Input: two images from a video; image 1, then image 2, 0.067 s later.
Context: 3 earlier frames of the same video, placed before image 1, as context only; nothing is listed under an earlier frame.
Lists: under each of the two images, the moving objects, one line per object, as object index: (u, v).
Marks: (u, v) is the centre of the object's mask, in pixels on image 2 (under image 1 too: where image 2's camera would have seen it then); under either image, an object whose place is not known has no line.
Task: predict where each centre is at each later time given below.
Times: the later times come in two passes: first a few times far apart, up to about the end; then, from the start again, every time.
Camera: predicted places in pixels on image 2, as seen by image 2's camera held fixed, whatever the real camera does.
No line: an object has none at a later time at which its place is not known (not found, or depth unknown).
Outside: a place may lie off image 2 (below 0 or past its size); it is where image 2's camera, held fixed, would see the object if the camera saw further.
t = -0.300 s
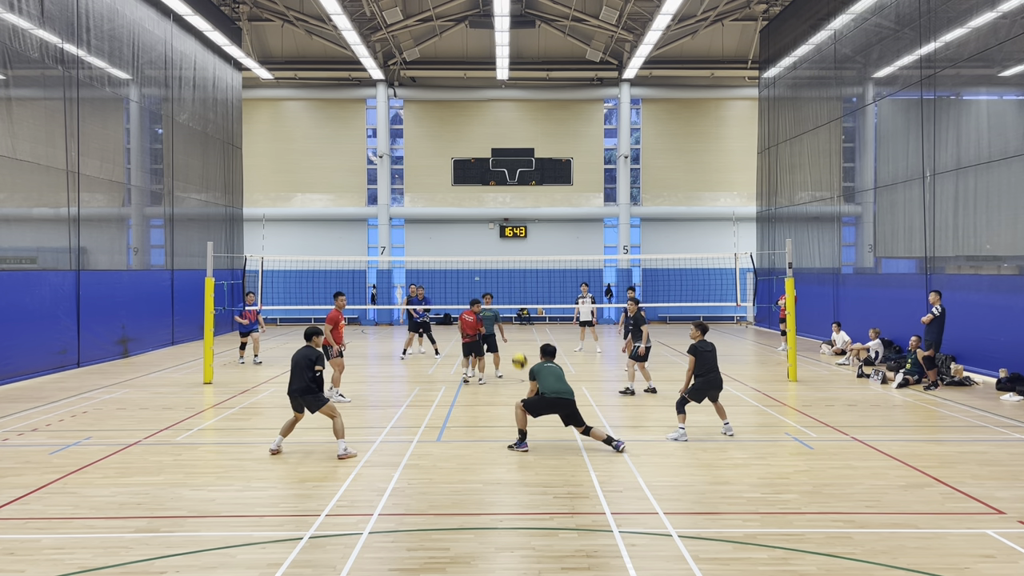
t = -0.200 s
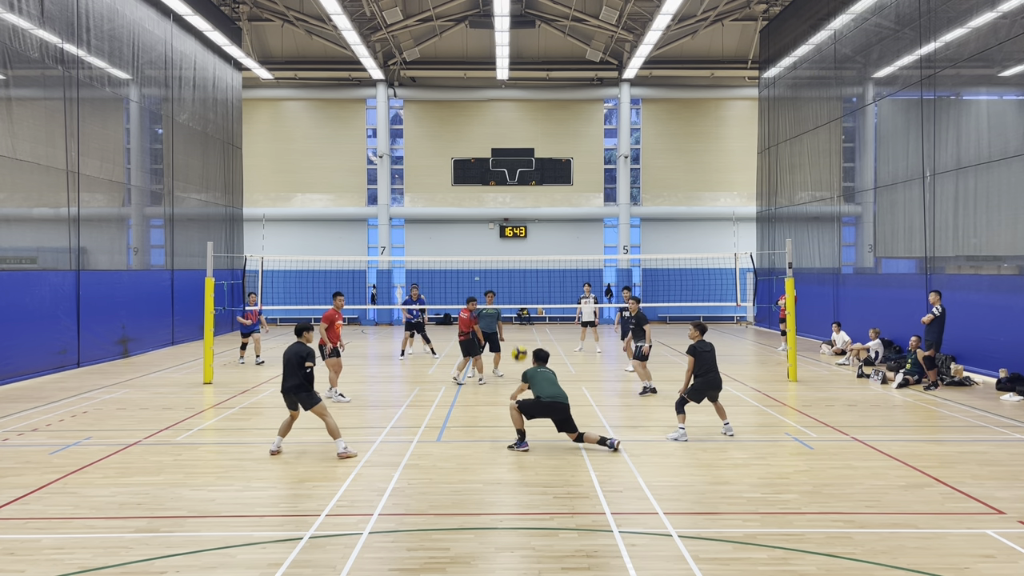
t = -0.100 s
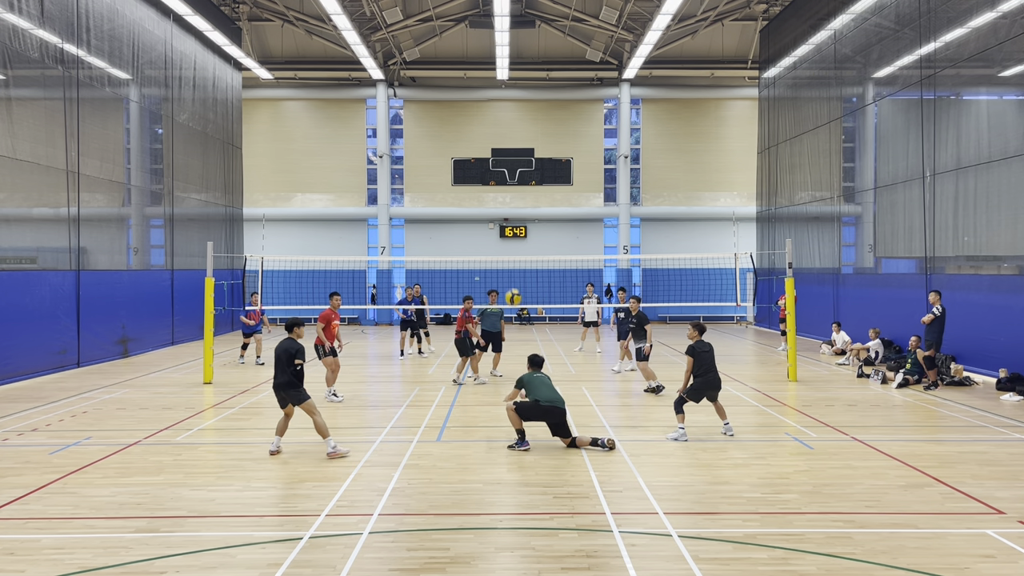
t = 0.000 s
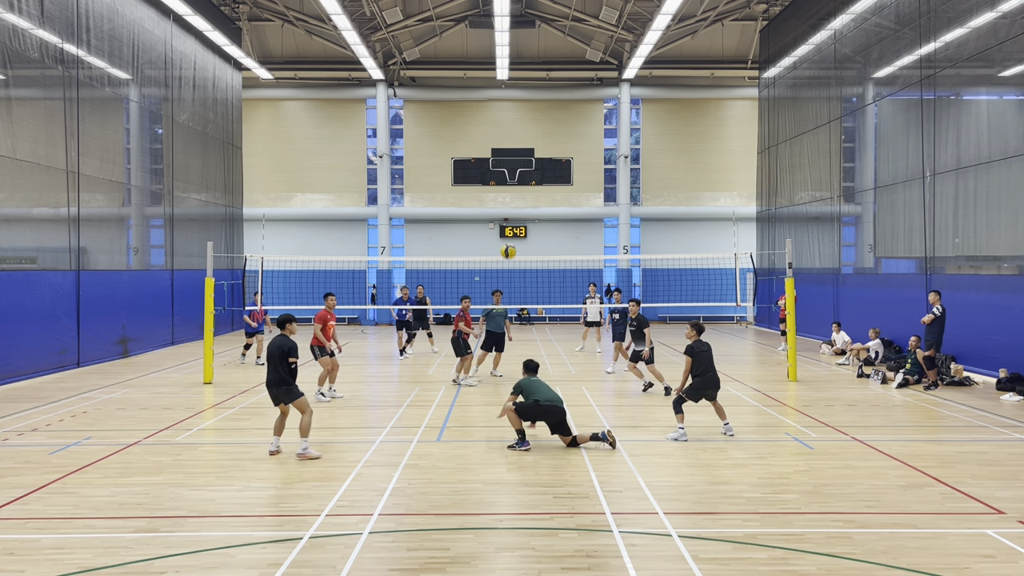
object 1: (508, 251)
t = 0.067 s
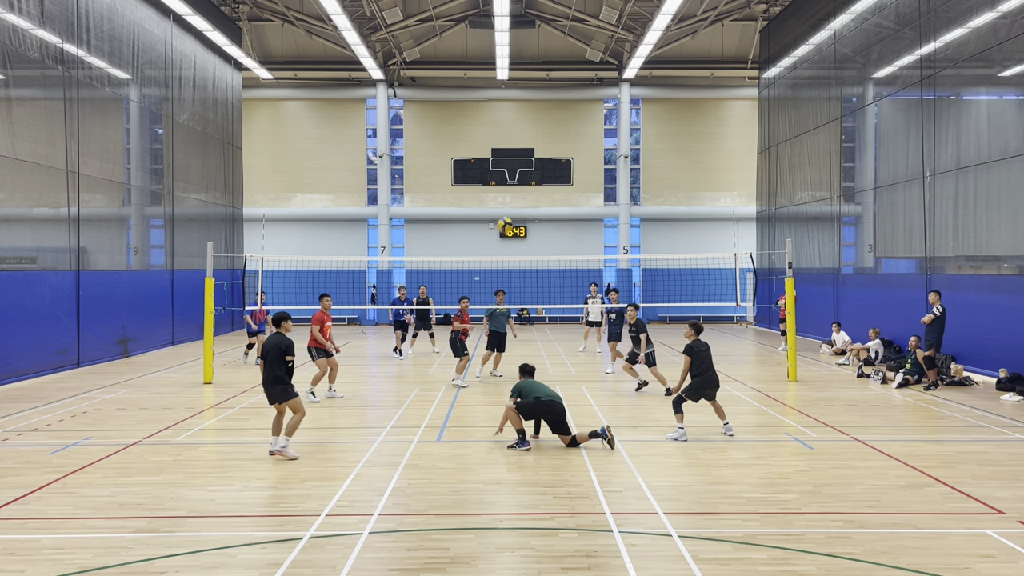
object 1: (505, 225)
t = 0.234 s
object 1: (498, 176)
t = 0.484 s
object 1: (489, 143)
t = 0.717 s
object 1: (482, 150)
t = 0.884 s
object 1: (477, 177)
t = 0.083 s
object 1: (504, 219)
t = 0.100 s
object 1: (504, 214)
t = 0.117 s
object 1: (503, 208)
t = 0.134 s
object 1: (502, 203)
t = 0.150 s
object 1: (501, 198)
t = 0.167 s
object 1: (501, 193)
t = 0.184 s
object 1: (500, 188)
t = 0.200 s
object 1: (499, 184)
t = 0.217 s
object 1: (499, 180)
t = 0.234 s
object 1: (498, 176)
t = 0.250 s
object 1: (497, 173)
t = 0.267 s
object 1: (497, 169)
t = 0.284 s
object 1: (496, 166)
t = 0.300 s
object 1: (496, 163)
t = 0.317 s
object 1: (495, 160)
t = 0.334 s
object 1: (495, 157)
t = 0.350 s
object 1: (494, 155)
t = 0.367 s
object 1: (493, 152)
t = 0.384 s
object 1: (493, 150)
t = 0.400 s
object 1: (492, 149)
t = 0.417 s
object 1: (492, 147)
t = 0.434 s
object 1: (491, 146)
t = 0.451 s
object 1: (491, 144)
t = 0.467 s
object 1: (490, 143)
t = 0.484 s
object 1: (489, 143)
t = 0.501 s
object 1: (489, 142)
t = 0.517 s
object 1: (488, 141)
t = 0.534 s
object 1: (488, 141)
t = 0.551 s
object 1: (487, 141)
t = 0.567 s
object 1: (487, 141)
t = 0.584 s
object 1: (486, 141)
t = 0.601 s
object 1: (486, 142)
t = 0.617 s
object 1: (485, 142)
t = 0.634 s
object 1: (485, 143)
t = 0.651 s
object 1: (484, 144)
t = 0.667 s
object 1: (484, 145)
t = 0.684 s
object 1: (483, 147)
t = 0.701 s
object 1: (483, 148)
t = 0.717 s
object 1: (482, 150)
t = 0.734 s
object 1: (482, 152)
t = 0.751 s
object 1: (481, 154)
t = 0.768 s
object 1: (481, 157)
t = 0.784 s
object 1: (480, 159)
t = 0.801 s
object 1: (480, 162)
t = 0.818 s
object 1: (479, 164)
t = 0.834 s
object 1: (479, 167)
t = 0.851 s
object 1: (478, 170)
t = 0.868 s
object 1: (478, 173)
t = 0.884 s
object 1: (477, 177)
